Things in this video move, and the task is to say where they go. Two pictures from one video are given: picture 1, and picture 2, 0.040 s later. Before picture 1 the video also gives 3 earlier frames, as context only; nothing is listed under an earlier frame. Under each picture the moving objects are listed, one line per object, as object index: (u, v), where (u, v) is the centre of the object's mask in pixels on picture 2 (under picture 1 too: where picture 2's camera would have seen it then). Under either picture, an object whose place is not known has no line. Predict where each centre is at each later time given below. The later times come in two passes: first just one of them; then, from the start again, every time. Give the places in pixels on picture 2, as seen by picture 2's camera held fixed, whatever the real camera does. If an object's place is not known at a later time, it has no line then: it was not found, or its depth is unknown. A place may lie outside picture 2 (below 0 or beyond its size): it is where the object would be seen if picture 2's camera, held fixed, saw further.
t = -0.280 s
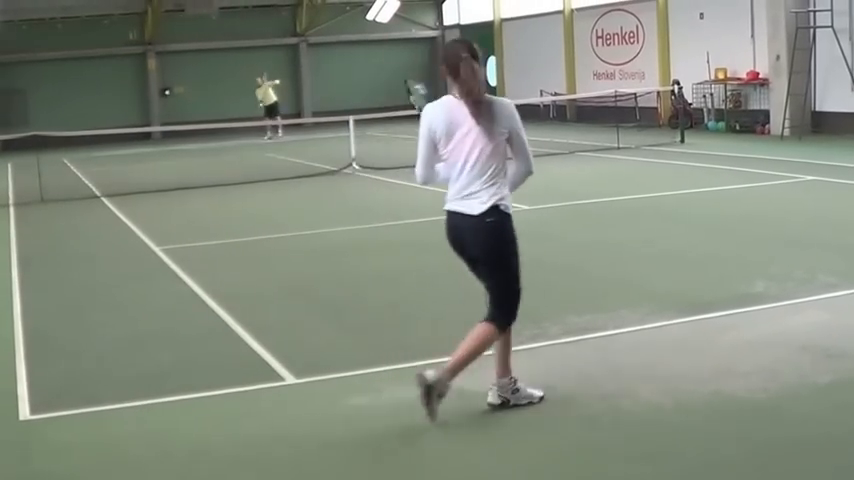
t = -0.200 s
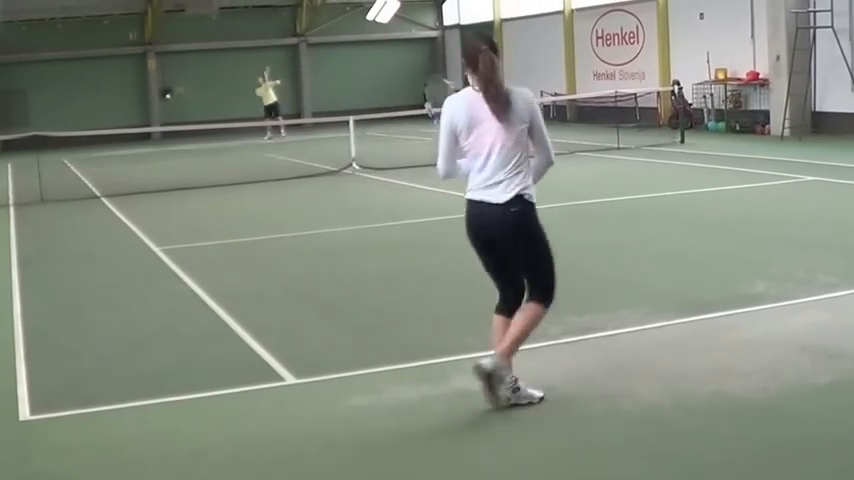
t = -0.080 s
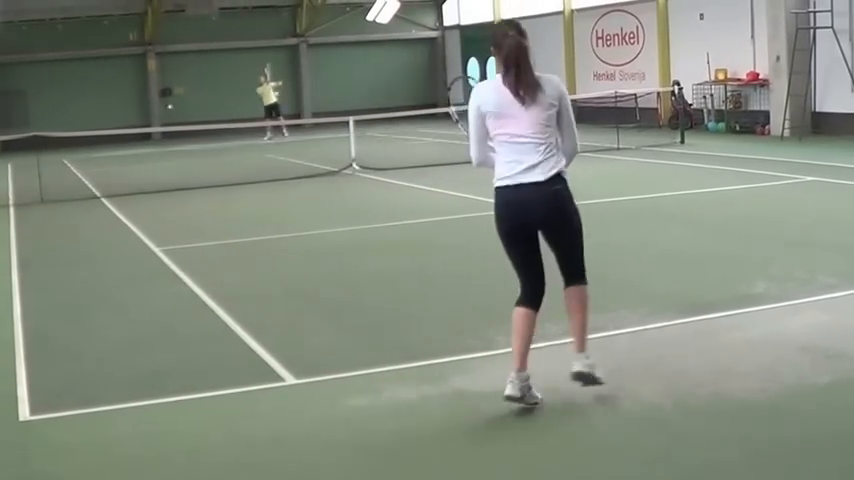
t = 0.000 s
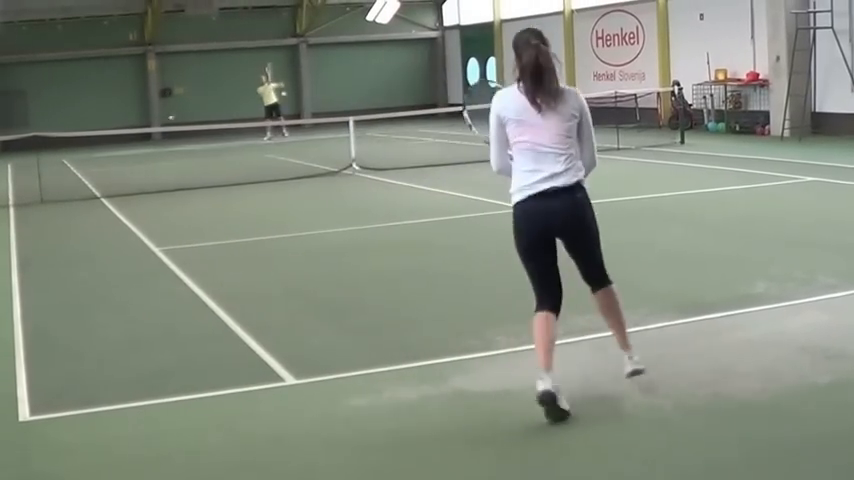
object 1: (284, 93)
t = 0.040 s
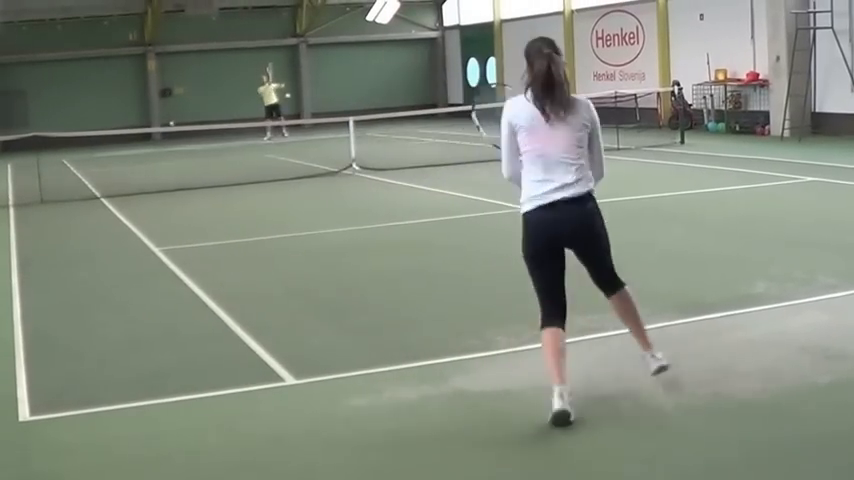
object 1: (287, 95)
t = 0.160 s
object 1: (301, 106)
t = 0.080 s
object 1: (292, 98)
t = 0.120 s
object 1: (297, 102)
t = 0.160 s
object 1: (301, 106)
